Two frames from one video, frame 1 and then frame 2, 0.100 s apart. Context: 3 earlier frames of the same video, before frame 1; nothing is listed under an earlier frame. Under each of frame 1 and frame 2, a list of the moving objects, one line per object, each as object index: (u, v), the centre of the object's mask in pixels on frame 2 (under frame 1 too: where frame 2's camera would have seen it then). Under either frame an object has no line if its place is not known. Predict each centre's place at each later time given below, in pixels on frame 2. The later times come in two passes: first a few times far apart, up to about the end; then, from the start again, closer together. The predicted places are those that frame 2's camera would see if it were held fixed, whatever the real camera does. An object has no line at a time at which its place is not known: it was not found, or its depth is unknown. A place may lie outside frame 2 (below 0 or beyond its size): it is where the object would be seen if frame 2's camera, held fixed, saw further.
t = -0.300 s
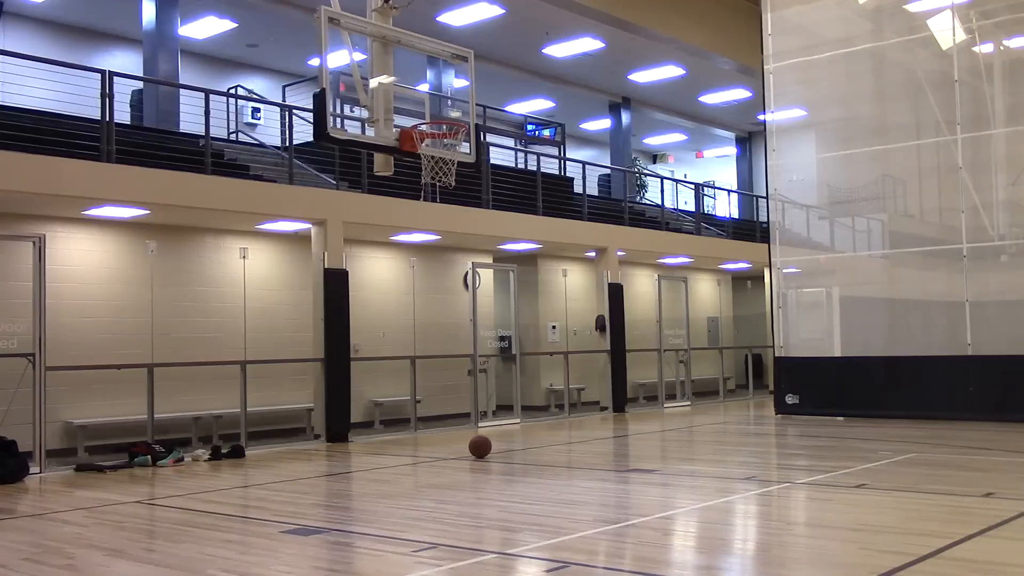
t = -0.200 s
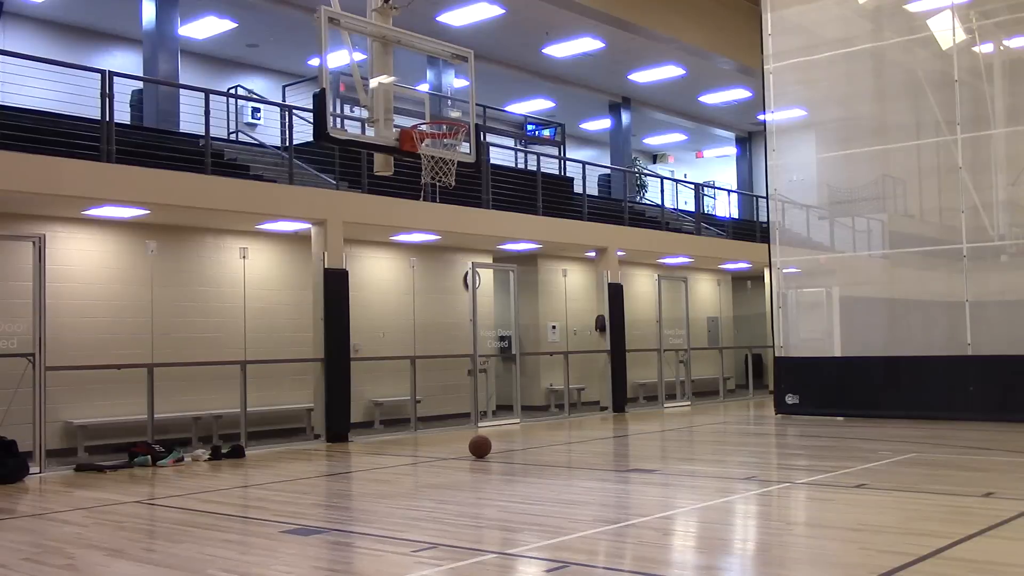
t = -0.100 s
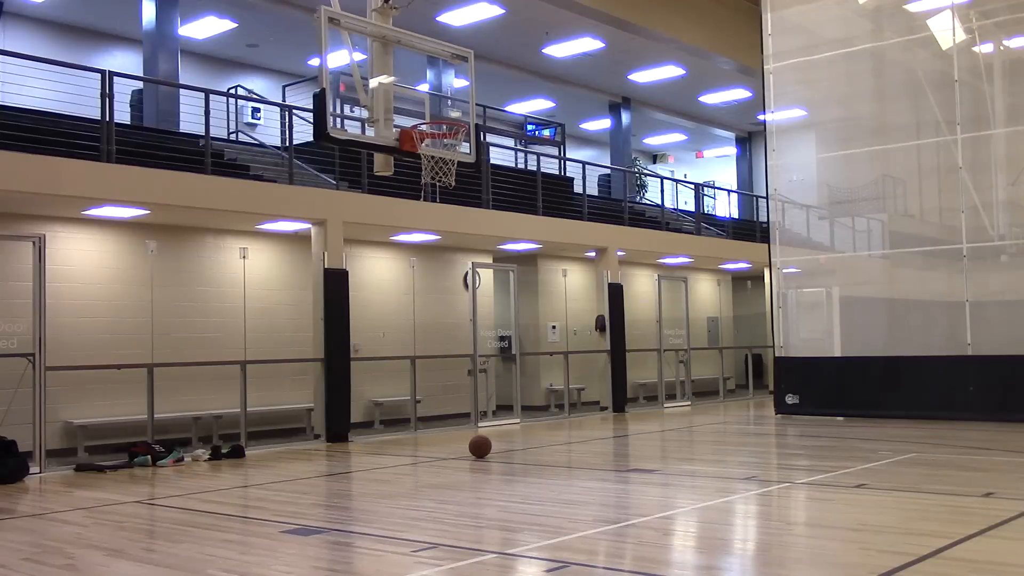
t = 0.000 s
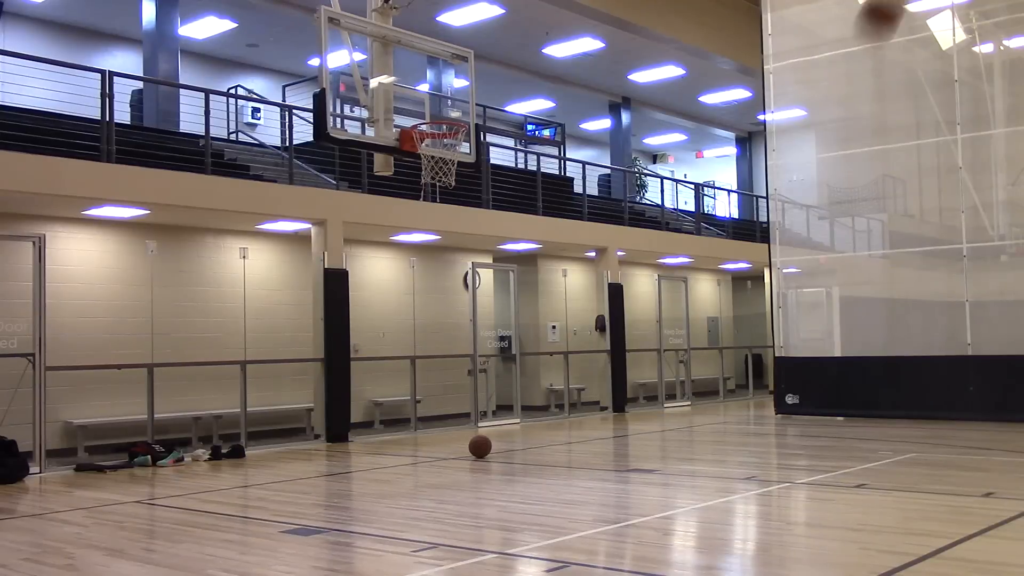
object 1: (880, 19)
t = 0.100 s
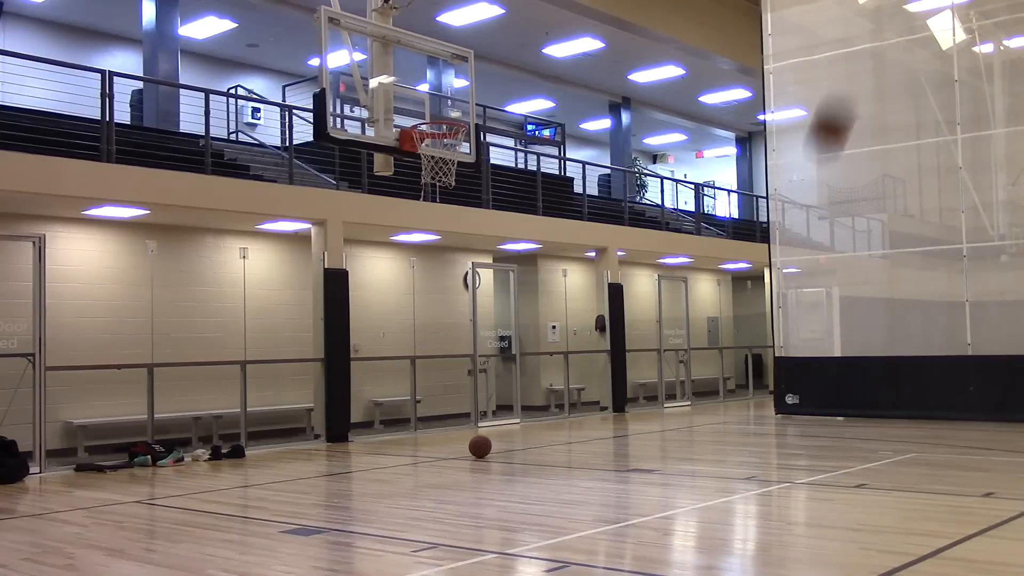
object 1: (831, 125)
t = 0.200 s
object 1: (787, 248)
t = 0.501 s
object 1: (687, 411)
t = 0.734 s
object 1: (652, 245)
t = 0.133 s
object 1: (813, 172)
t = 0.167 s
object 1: (799, 212)
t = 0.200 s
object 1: (787, 248)
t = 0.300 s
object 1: (738, 386)
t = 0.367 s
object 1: (713, 476)
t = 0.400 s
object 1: (702, 505)
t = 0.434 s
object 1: (695, 468)
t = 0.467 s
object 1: (691, 436)
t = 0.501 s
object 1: (687, 411)
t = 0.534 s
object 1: (682, 381)
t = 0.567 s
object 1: (675, 353)
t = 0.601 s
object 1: (671, 328)
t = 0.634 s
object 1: (666, 305)
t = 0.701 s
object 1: (657, 263)
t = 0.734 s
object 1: (652, 245)
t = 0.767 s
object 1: (648, 230)
